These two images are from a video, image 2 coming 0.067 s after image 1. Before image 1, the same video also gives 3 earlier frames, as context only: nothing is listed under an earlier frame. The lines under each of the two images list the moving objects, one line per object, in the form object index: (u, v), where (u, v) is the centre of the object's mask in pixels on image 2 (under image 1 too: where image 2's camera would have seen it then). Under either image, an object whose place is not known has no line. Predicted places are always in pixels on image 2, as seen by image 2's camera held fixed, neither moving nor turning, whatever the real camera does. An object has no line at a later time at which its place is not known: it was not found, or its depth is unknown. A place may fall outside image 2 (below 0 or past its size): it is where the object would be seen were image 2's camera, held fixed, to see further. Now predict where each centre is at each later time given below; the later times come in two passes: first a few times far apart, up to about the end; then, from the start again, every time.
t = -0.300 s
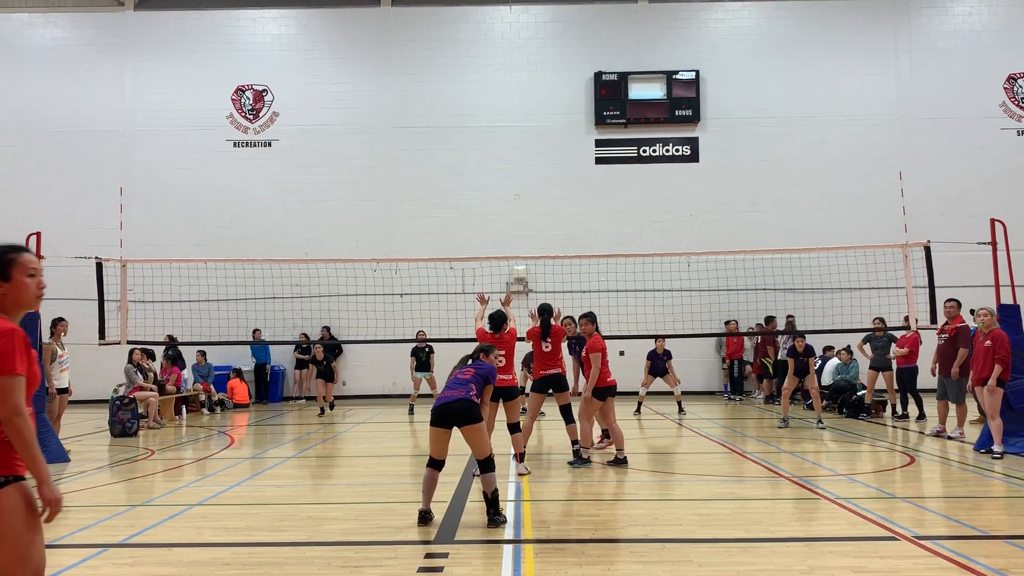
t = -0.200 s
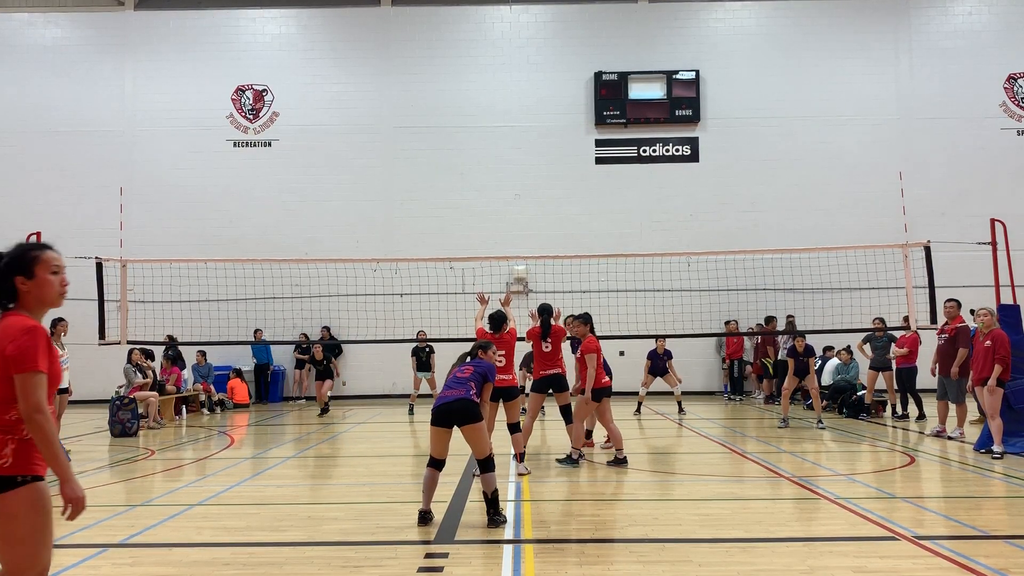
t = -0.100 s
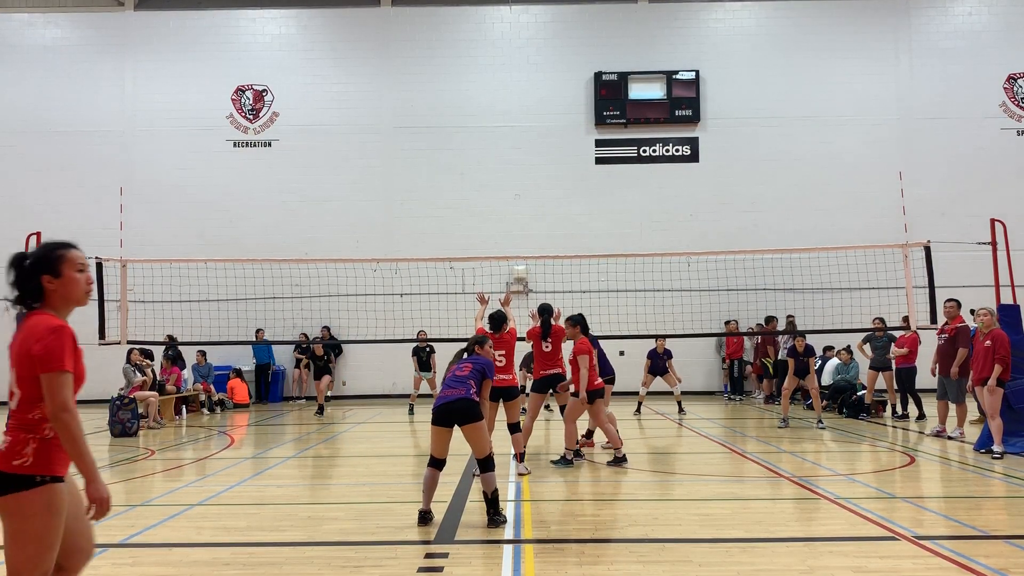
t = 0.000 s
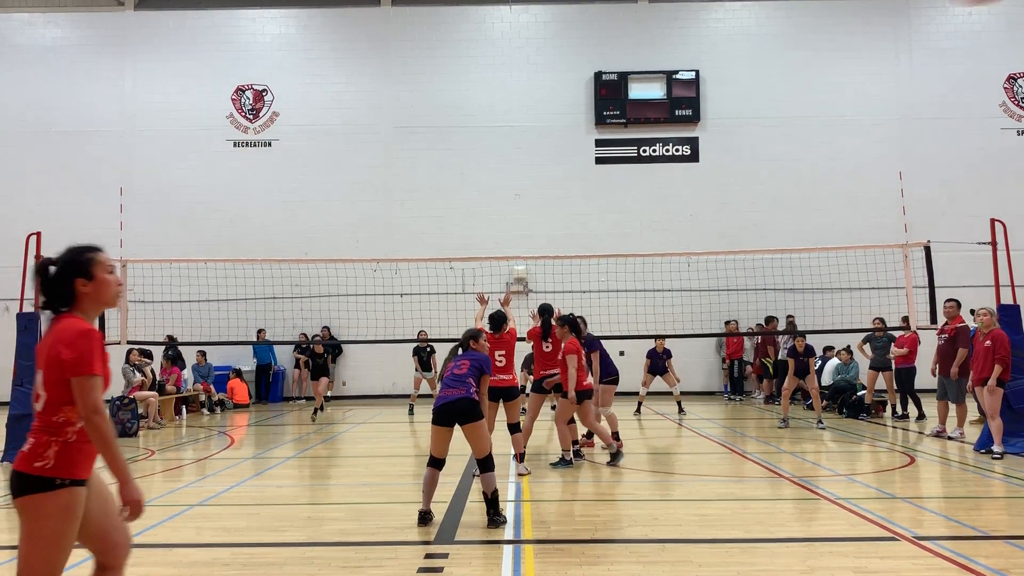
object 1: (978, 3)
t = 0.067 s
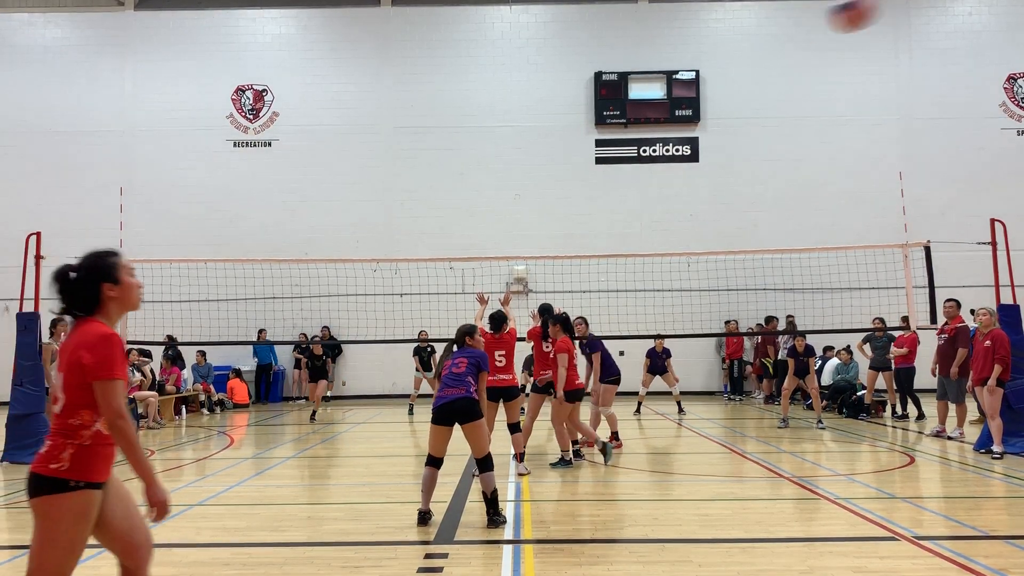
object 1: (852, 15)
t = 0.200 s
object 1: (697, 63)
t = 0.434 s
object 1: (556, 146)
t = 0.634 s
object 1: (494, 216)
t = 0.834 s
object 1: (455, 288)
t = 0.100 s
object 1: (805, 27)
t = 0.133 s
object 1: (763, 40)
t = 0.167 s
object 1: (727, 52)
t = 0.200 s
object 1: (697, 63)
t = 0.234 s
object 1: (668, 75)
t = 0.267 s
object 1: (644, 85)
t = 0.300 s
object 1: (620, 99)
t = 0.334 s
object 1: (605, 109)
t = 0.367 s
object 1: (586, 122)
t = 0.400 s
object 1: (569, 134)
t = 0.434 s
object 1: (556, 146)
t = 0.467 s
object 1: (543, 157)
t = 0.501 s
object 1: (531, 168)
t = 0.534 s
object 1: (521, 180)
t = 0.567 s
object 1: (511, 192)
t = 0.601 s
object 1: (502, 204)
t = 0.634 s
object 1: (494, 216)
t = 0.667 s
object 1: (486, 228)
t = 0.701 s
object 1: (479, 240)
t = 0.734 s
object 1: (473, 250)
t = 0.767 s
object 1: (466, 266)
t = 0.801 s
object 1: (461, 276)
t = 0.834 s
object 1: (455, 288)
